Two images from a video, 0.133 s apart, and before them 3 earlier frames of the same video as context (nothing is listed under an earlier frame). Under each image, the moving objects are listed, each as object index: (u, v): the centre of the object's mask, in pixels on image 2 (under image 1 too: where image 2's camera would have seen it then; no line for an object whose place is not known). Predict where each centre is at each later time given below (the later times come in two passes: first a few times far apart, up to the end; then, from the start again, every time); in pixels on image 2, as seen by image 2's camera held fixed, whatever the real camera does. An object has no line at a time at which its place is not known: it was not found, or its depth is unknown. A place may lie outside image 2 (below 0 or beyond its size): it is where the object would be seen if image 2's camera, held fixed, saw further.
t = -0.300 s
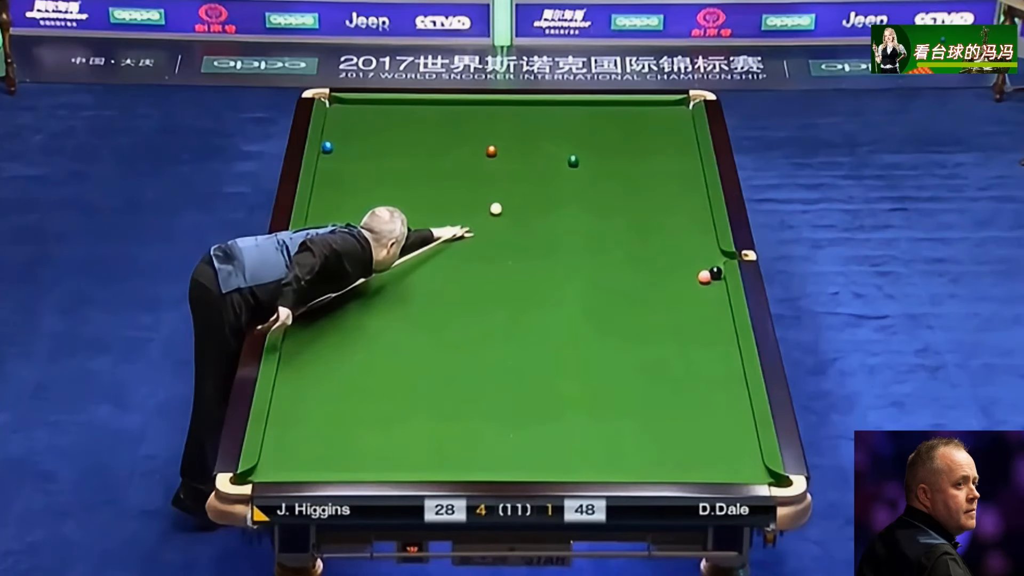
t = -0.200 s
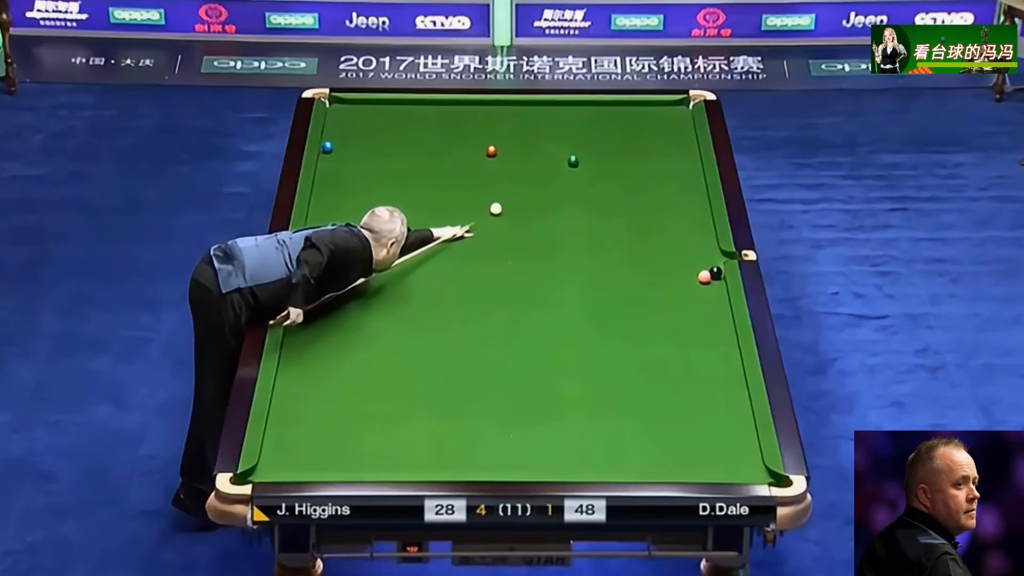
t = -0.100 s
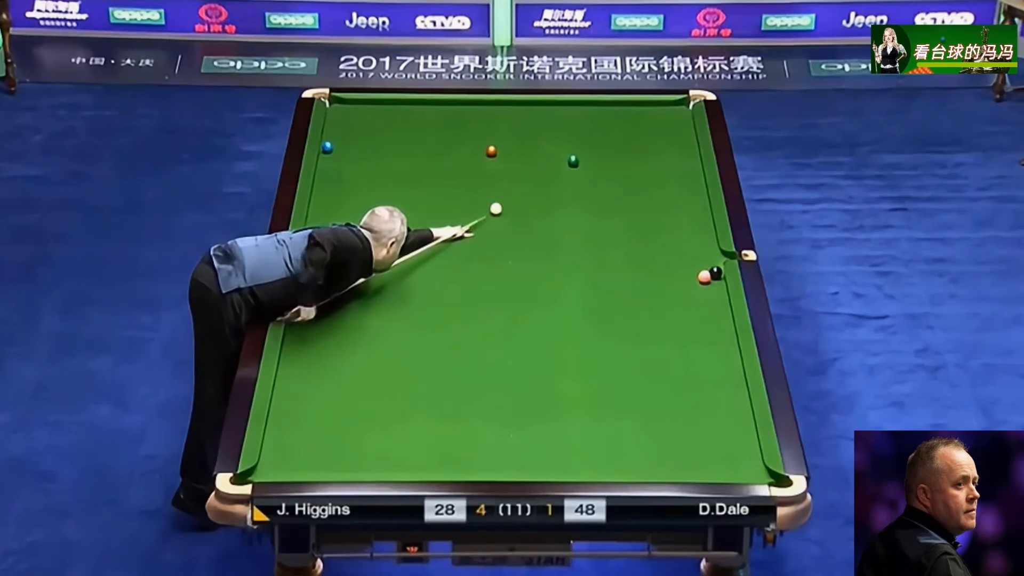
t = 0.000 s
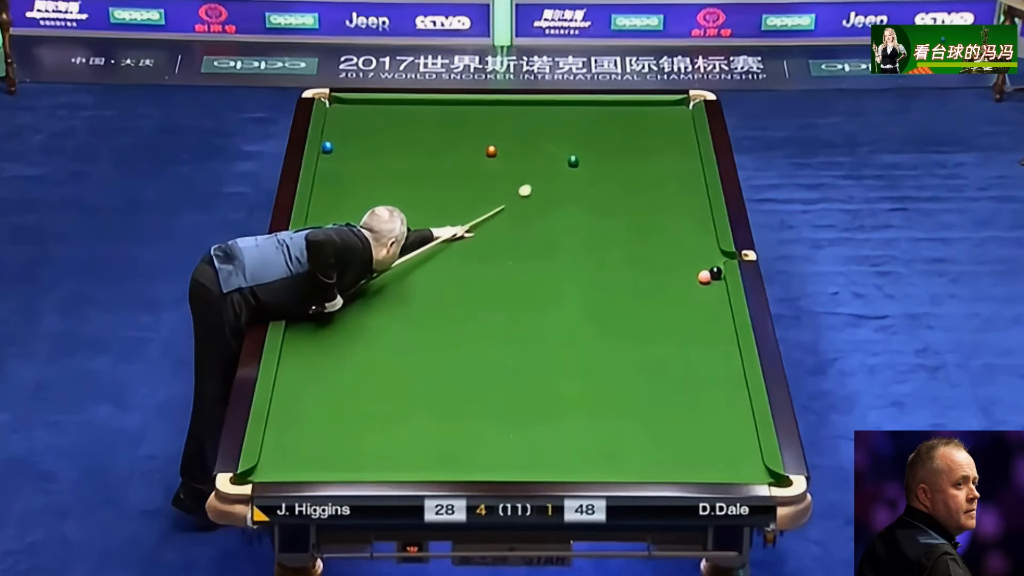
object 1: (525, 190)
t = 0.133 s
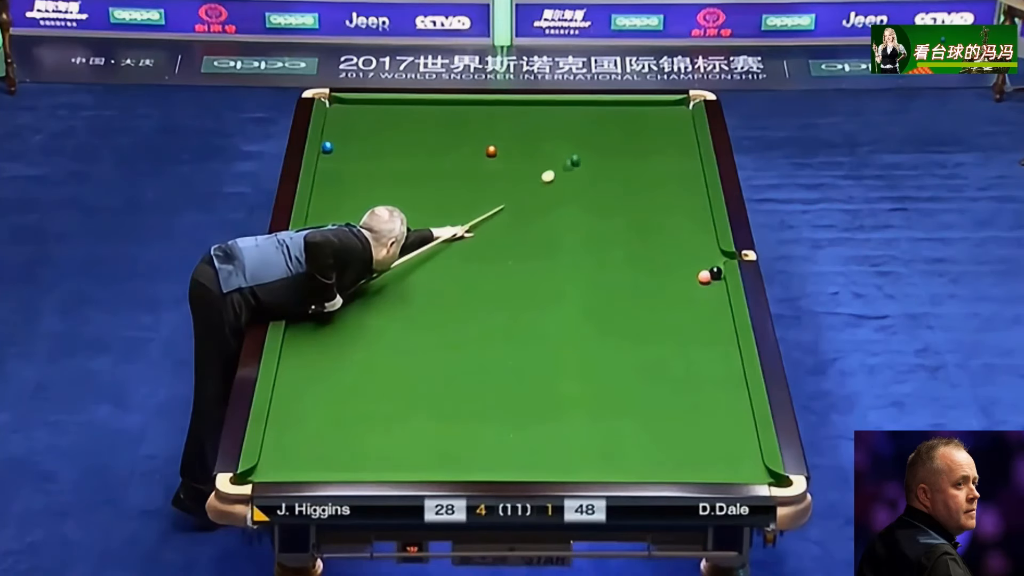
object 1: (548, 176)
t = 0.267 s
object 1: (565, 163)
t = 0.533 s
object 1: (559, 163)
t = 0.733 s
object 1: (556, 162)
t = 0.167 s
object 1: (555, 171)
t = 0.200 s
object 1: (563, 167)
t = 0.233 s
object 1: (565, 164)
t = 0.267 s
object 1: (565, 163)
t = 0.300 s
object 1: (565, 163)
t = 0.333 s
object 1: (564, 163)
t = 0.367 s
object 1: (563, 163)
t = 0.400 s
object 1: (562, 163)
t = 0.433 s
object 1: (561, 163)
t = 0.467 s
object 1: (560, 163)
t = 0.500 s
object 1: (560, 163)
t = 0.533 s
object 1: (559, 163)
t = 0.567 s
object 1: (559, 163)
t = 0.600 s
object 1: (559, 162)
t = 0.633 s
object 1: (557, 162)
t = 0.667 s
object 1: (556, 162)
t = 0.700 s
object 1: (556, 162)
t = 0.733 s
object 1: (556, 162)
